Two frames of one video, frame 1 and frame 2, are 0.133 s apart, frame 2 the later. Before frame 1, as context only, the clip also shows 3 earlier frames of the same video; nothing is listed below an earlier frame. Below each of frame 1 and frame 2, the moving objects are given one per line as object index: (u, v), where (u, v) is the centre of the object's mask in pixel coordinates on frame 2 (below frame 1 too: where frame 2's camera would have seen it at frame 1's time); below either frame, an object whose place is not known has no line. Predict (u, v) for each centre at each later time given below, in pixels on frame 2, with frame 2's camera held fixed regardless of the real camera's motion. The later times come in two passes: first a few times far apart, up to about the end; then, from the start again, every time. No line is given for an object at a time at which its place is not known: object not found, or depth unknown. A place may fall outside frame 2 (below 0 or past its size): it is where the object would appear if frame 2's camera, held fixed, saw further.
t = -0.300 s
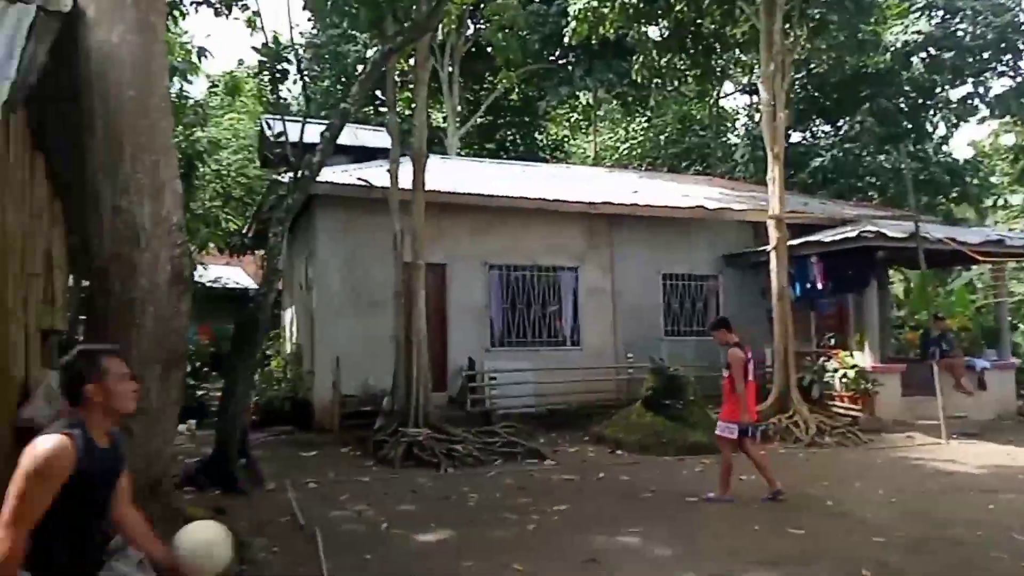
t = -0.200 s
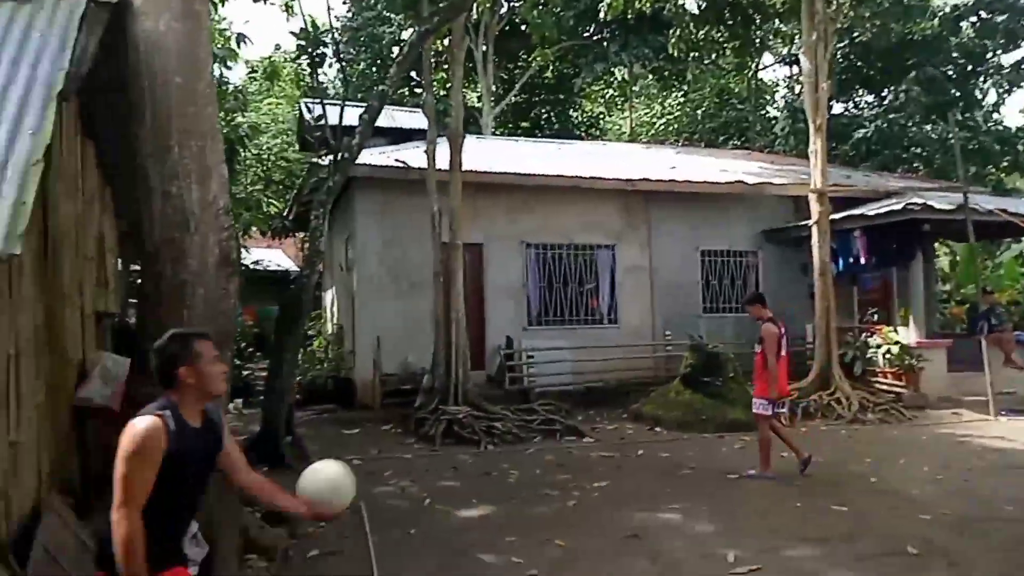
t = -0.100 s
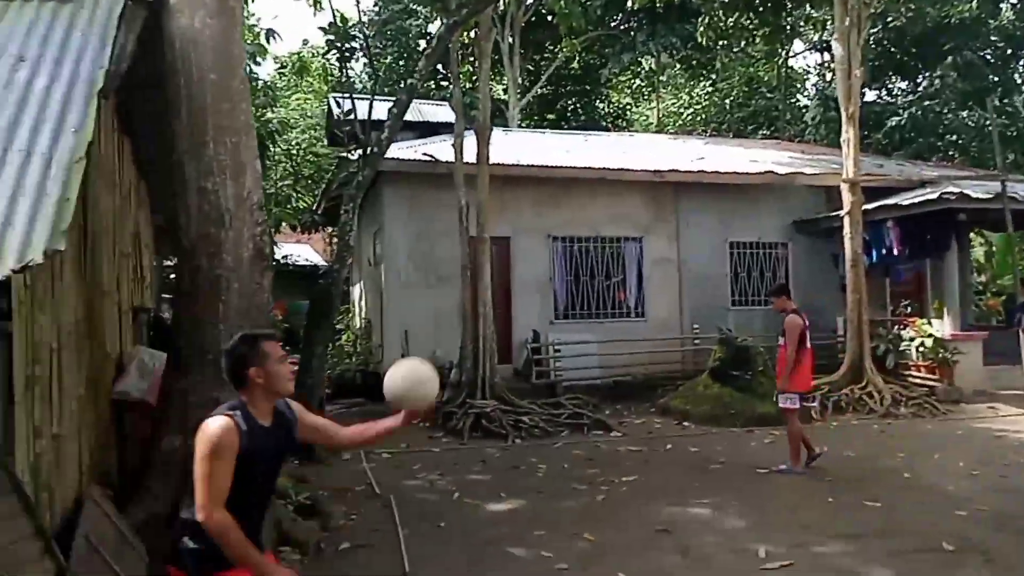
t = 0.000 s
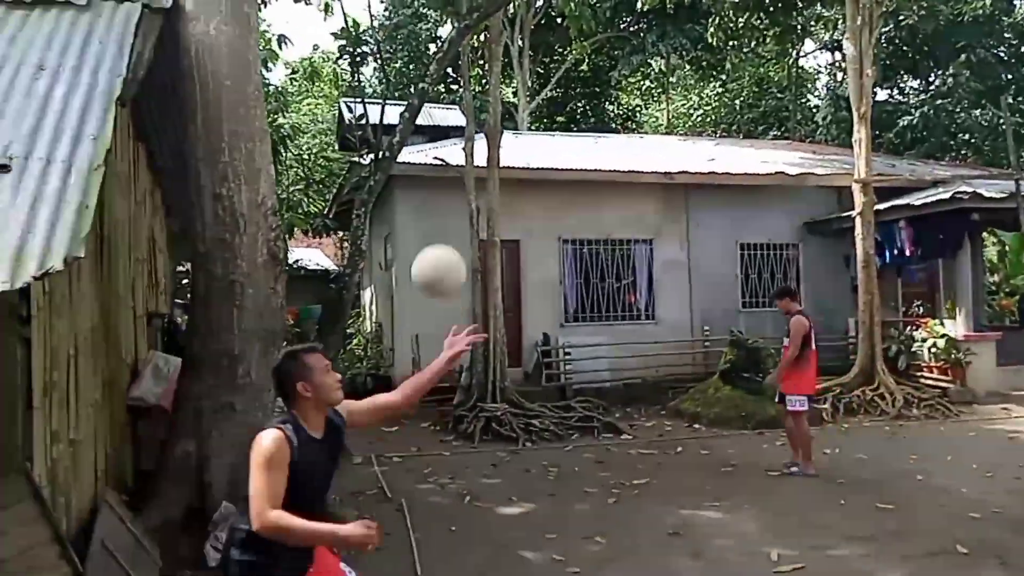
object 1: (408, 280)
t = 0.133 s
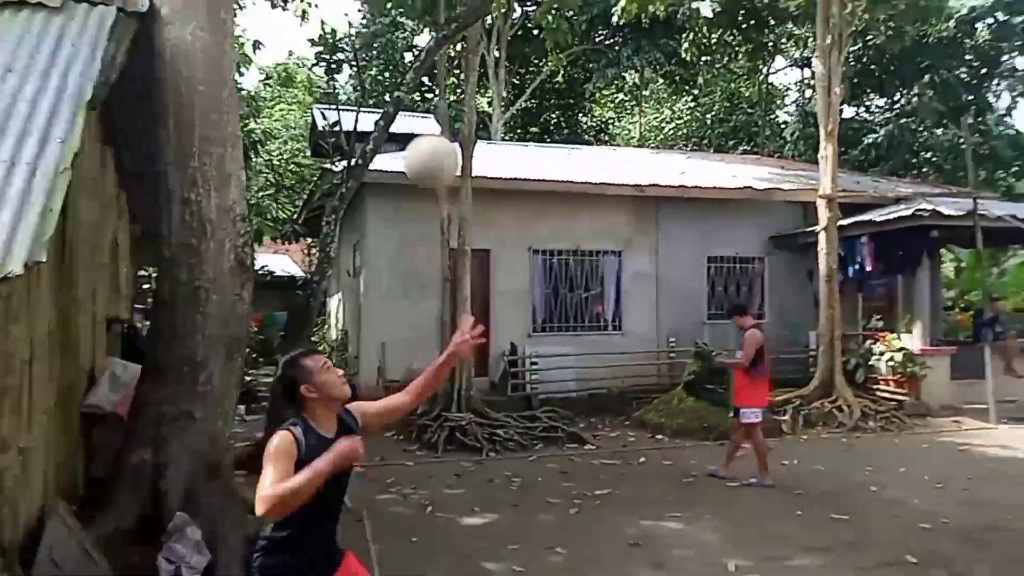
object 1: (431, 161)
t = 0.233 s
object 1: (447, 103)
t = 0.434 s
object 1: (471, 64)
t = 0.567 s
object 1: (485, 96)
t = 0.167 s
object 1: (437, 138)
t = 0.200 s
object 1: (442, 120)
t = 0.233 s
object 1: (447, 103)
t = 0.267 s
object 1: (451, 90)
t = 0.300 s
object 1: (455, 79)
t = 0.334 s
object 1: (459, 71)
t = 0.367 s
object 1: (463, 65)
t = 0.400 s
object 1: (467, 63)
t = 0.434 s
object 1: (471, 64)
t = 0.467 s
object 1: (475, 67)
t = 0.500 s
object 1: (479, 73)
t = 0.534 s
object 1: (483, 83)
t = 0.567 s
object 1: (485, 96)
